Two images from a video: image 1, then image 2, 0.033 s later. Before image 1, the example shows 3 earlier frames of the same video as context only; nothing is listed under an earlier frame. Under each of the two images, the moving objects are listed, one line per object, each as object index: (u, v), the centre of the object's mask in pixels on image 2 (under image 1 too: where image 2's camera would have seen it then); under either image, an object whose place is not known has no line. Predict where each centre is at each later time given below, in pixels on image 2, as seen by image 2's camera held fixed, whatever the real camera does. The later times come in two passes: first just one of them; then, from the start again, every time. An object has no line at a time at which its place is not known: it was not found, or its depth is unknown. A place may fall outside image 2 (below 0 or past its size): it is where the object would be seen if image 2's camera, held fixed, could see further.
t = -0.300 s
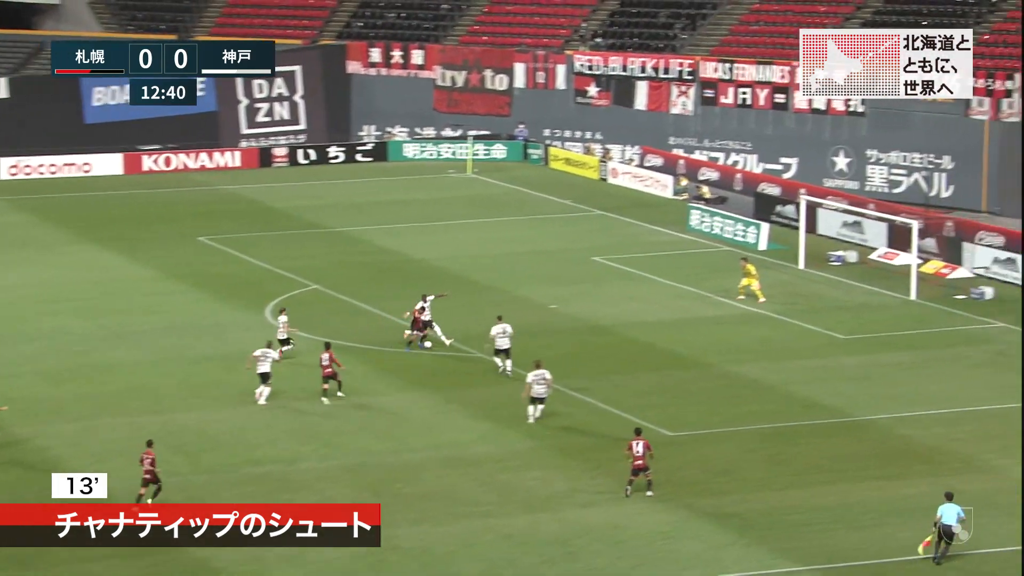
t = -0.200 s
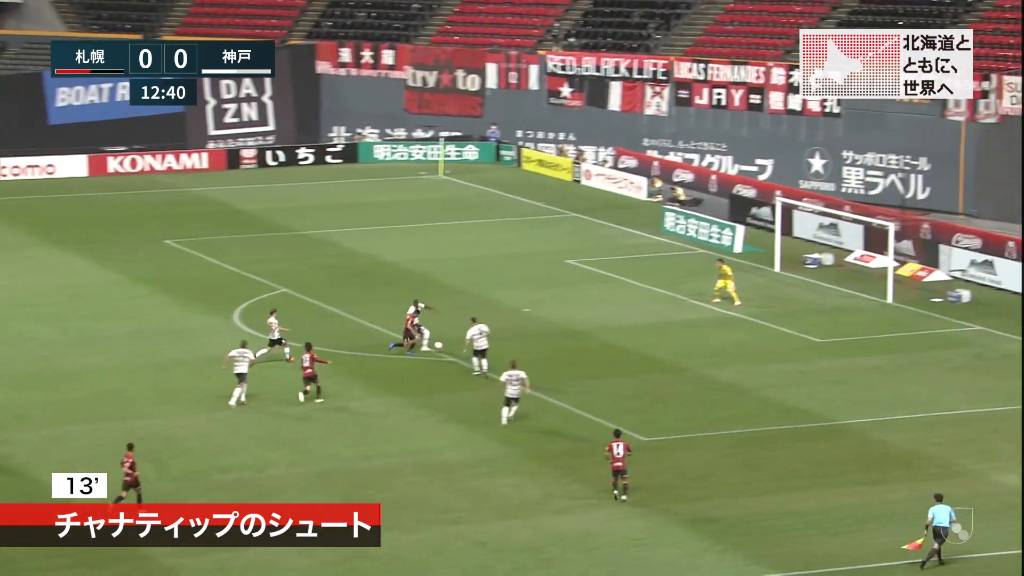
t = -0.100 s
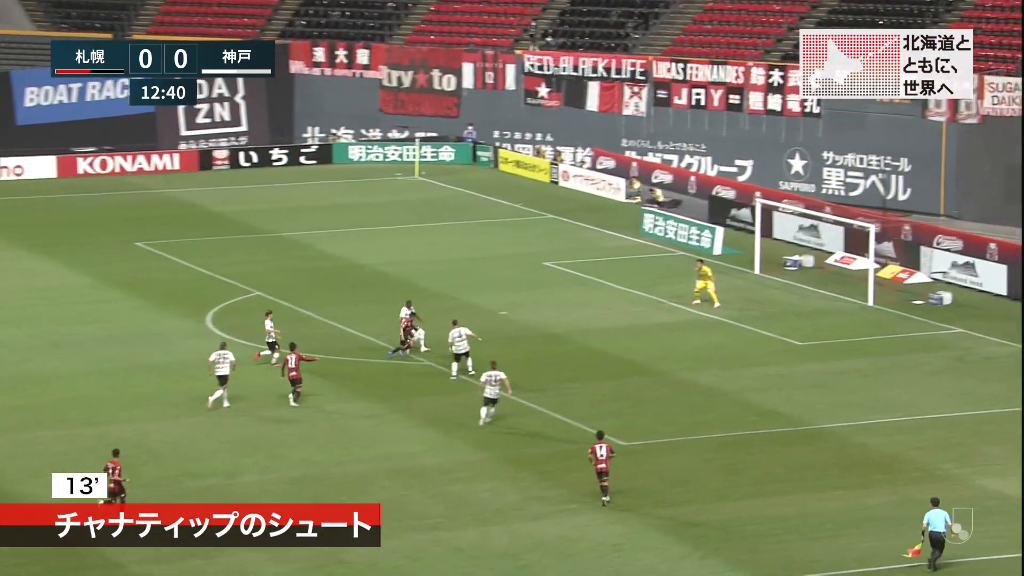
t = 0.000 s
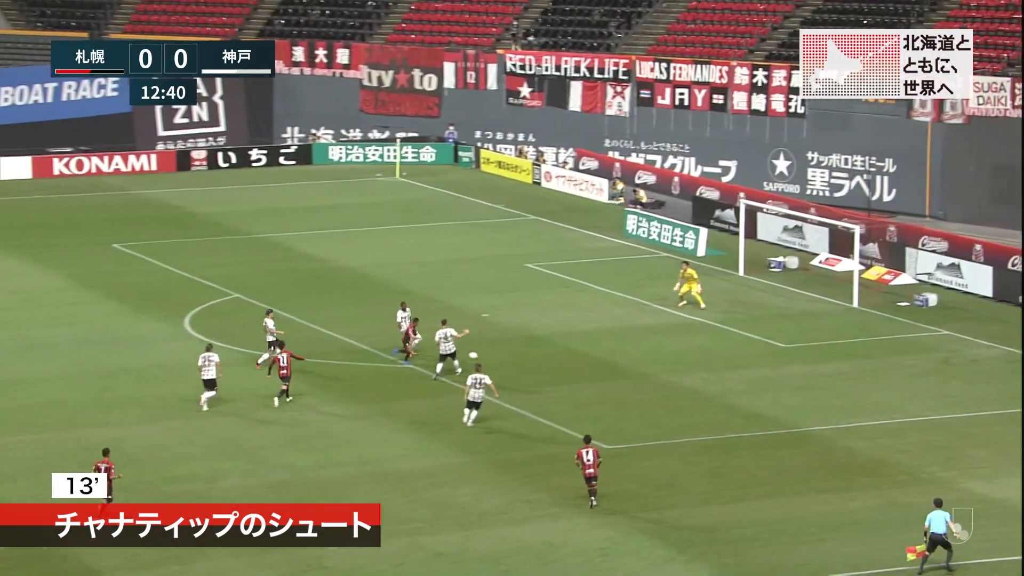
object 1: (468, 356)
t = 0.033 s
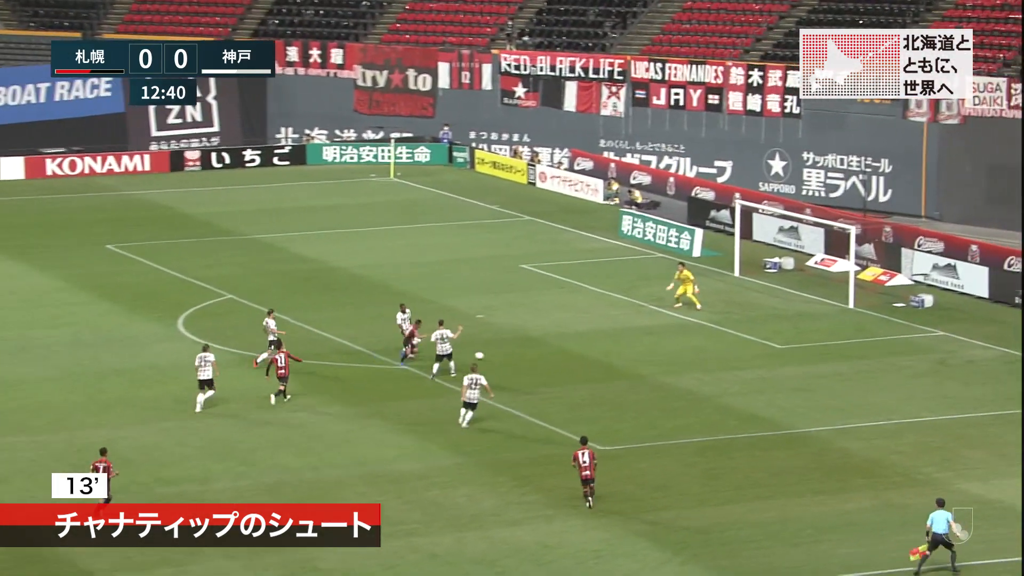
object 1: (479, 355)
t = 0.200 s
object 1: (534, 356)
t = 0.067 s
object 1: (490, 355)
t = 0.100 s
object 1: (501, 354)
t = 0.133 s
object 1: (512, 354)
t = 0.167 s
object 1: (524, 355)
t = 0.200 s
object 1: (534, 356)
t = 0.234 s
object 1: (545, 355)
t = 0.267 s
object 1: (555, 355)
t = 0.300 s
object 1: (564, 355)
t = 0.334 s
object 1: (574, 355)
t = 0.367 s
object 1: (584, 355)
